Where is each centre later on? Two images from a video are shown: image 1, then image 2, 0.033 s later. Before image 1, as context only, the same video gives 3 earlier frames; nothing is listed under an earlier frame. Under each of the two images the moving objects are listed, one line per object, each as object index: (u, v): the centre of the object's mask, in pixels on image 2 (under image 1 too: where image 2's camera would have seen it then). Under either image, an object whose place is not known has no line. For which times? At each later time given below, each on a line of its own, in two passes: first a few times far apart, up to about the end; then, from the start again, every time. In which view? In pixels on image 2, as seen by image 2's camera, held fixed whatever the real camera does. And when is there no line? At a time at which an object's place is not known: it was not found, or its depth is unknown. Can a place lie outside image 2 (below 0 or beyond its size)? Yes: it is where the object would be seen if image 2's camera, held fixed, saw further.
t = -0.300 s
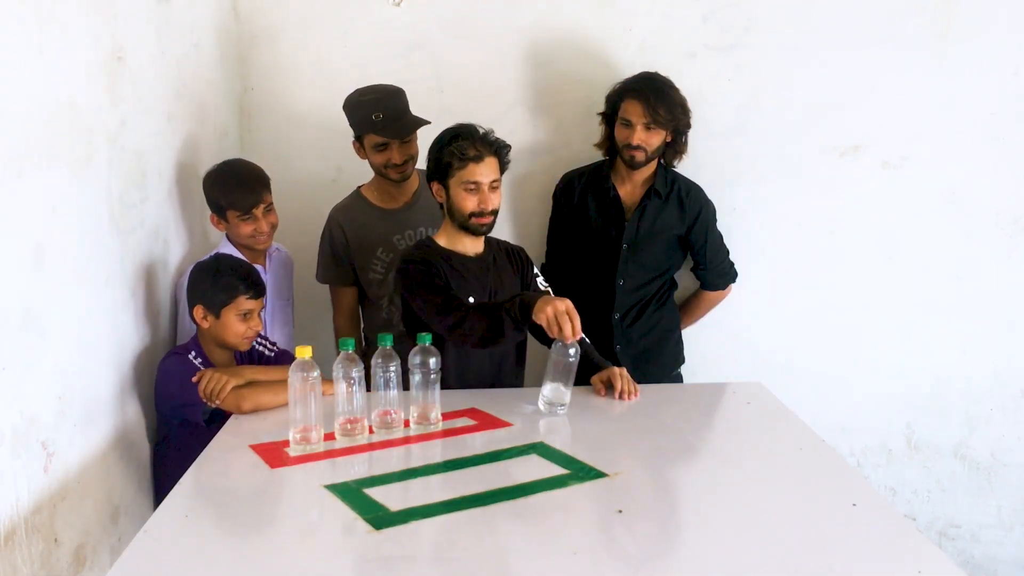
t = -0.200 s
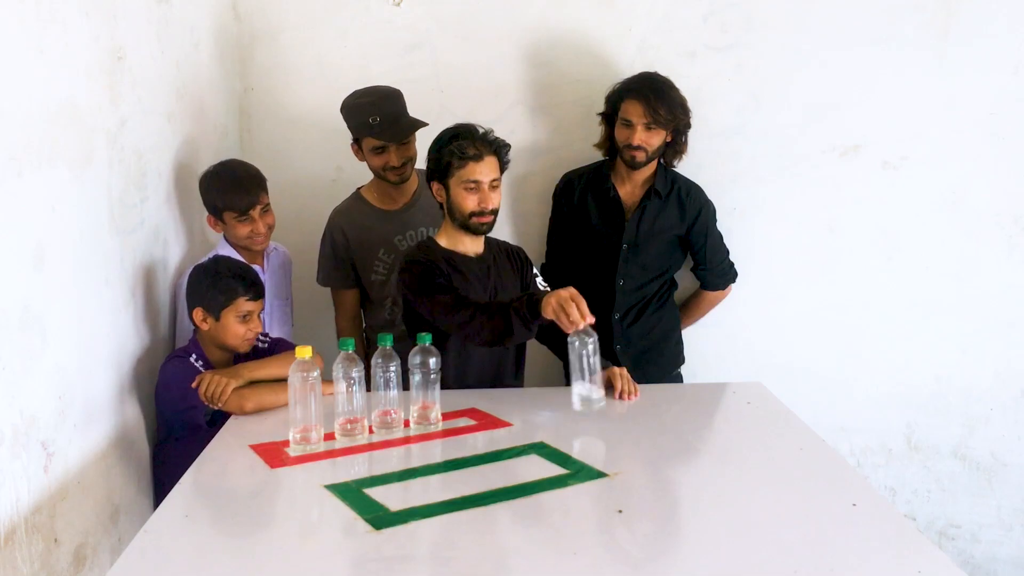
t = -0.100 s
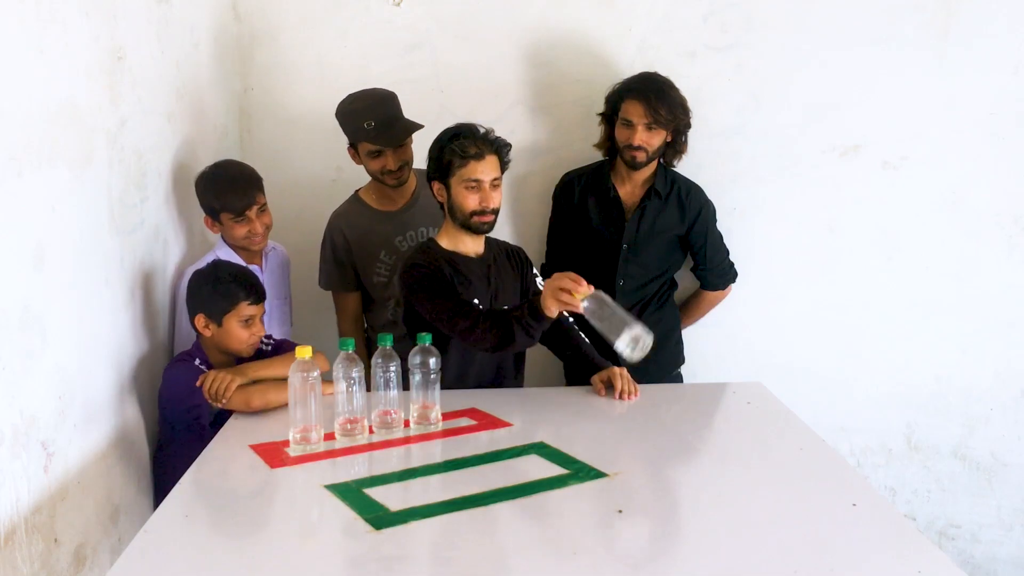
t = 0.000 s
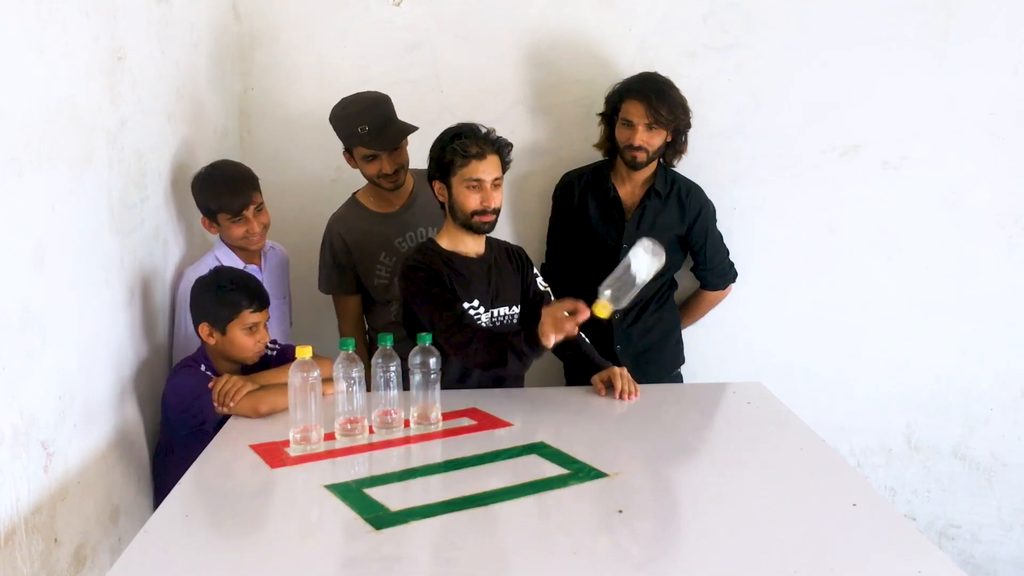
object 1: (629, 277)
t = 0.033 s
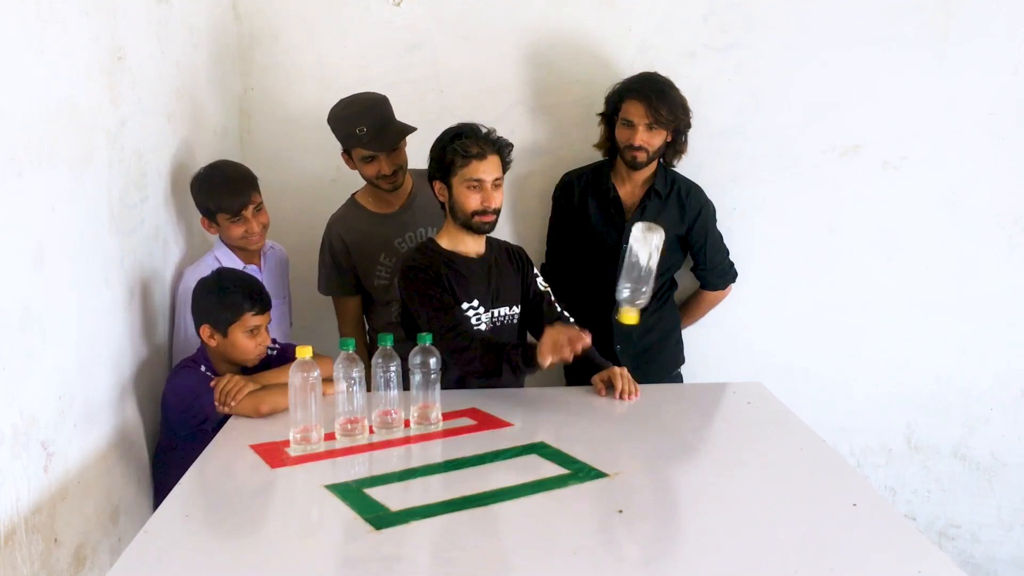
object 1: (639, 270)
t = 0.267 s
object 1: (675, 288)
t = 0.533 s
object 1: (685, 399)
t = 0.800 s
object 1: (701, 400)
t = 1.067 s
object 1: (719, 407)
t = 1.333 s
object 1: (739, 430)
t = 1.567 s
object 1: (742, 433)
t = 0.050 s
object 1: (645, 268)
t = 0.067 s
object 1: (651, 265)
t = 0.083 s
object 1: (657, 261)
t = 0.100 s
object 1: (663, 258)
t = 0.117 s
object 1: (667, 254)
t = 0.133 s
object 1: (671, 251)
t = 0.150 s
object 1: (673, 250)
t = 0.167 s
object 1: (675, 249)
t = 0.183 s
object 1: (675, 251)
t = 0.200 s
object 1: (675, 255)
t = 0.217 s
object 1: (675, 260)
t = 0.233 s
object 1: (675, 267)
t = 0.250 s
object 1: (675, 277)
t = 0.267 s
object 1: (675, 288)
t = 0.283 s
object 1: (674, 301)
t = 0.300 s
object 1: (674, 316)
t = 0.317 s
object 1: (674, 331)
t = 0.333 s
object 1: (675, 350)
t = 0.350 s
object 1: (675, 370)
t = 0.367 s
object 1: (675, 392)
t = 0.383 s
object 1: (676, 397)
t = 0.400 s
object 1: (678, 399)
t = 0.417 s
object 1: (679, 400)
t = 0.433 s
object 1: (680, 400)
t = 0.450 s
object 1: (681, 401)
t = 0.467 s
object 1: (682, 400)
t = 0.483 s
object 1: (682, 400)
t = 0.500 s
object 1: (683, 400)
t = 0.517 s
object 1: (684, 400)
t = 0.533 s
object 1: (685, 399)
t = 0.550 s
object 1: (686, 399)
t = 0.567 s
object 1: (687, 398)
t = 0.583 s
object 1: (688, 399)
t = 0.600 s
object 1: (690, 399)
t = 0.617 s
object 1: (691, 399)
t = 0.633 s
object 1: (692, 399)
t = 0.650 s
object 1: (693, 399)
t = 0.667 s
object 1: (694, 399)
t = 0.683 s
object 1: (695, 399)
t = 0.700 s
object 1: (696, 399)
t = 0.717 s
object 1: (697, 399)
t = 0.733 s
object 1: (697, 400)
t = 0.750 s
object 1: (698, 400)
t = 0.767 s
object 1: (699, 400)
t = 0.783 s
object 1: (700, 400)
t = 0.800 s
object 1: (701, 400)
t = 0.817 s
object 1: (701, 400)
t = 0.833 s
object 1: (701, 400)
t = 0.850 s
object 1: (702, 401)
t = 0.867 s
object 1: (702, 401)
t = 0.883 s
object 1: (703, 401)
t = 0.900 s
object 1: (704, 401)
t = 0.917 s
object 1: (705, 401)
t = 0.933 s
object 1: (706, 401)
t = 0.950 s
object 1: (707, 402)
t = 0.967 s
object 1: (708, 402)
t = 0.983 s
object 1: (710, 403)
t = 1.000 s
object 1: (711, 403)
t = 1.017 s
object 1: (712, 404)
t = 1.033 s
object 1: (714, 404)
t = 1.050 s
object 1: (717, 406)
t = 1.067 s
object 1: (719, 407)
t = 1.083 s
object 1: (721, 409)
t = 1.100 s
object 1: (724, 411)
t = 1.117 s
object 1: (727, 413)
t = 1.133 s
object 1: (730, 417)
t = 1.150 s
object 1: (733, 421)
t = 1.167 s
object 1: (735, 428)
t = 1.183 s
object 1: (737, 432)
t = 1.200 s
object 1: (736, 429)
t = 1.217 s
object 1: (736, 424)
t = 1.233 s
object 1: (735, 422)
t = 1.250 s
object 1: (735, 423)
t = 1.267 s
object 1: (736, 424)
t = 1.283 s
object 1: (737, 425)
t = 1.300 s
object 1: (738, 429)
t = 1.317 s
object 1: (739, 431)
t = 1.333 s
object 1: (739, 430)
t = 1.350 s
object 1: (740, 429)
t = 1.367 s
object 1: (740, 430)
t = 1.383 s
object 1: (741, 431)
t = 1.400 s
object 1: (741, 430)
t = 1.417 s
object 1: (741, 431)
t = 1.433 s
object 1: (742, 431)
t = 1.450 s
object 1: (742, 431)
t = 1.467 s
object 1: (742, 432)
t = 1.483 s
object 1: (742, 432)
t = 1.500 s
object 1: (742, 432)
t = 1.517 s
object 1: (742, 433)
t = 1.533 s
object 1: (742, 433)
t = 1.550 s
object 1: (742, 433)
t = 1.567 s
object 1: (742, 433)
